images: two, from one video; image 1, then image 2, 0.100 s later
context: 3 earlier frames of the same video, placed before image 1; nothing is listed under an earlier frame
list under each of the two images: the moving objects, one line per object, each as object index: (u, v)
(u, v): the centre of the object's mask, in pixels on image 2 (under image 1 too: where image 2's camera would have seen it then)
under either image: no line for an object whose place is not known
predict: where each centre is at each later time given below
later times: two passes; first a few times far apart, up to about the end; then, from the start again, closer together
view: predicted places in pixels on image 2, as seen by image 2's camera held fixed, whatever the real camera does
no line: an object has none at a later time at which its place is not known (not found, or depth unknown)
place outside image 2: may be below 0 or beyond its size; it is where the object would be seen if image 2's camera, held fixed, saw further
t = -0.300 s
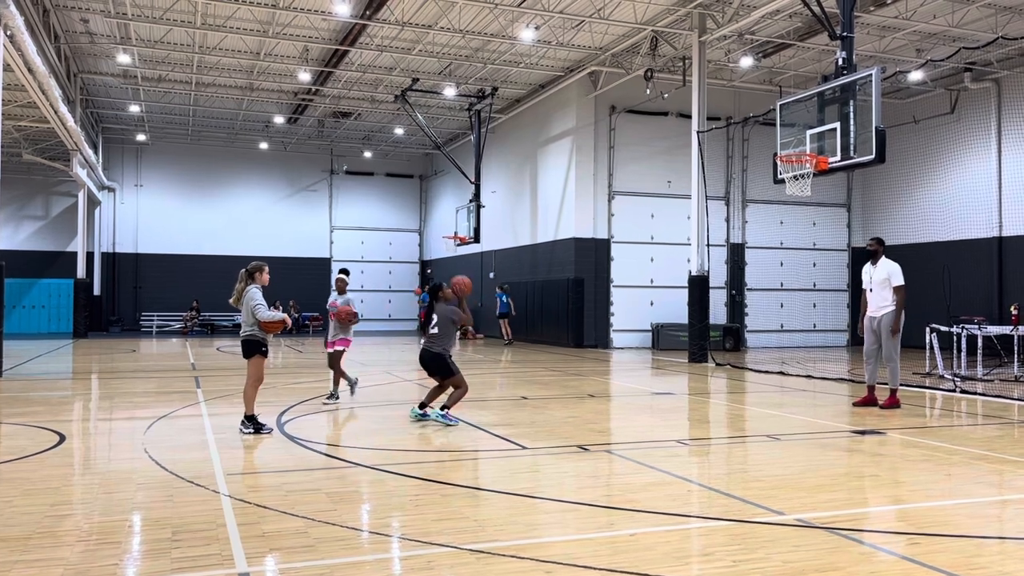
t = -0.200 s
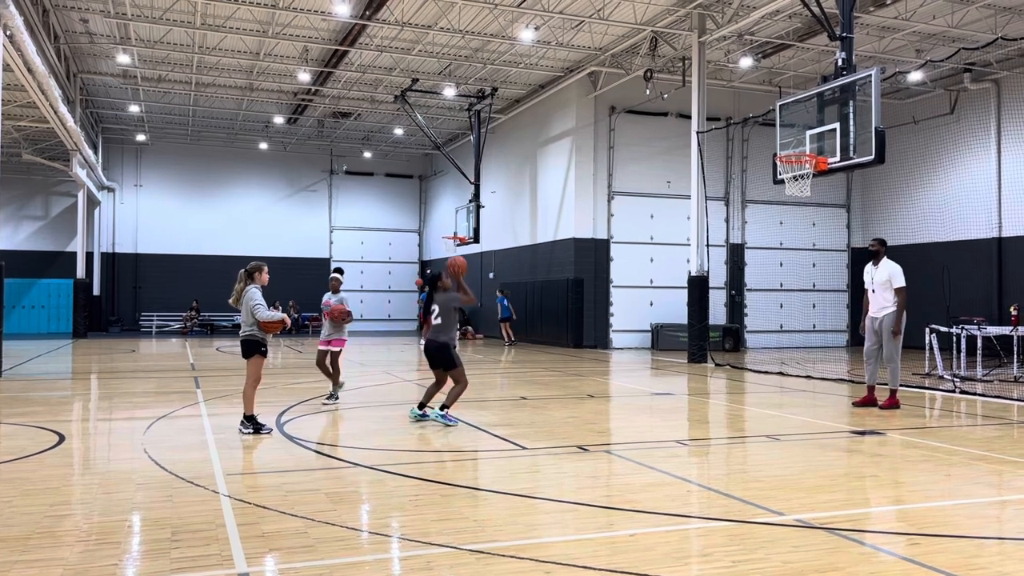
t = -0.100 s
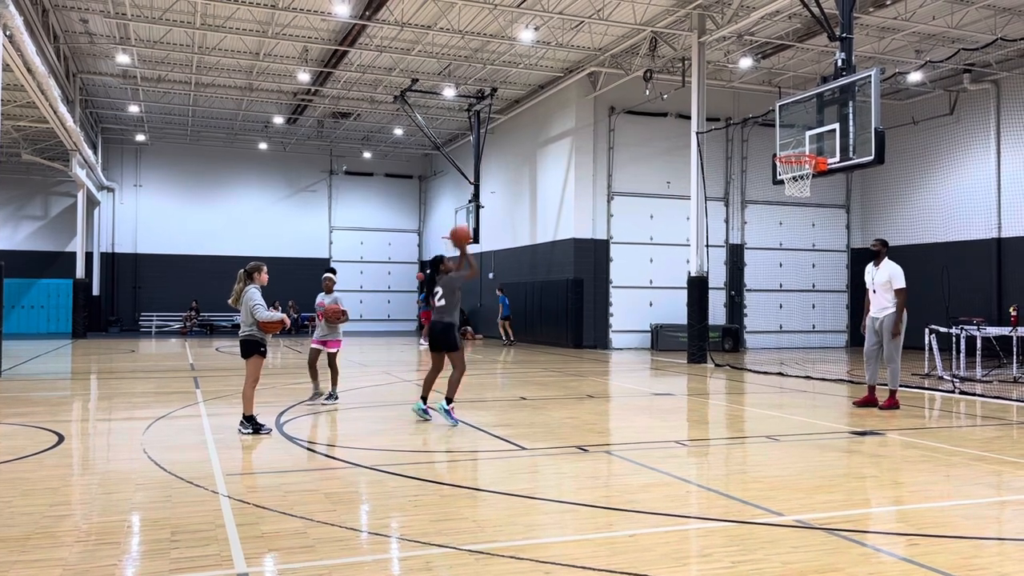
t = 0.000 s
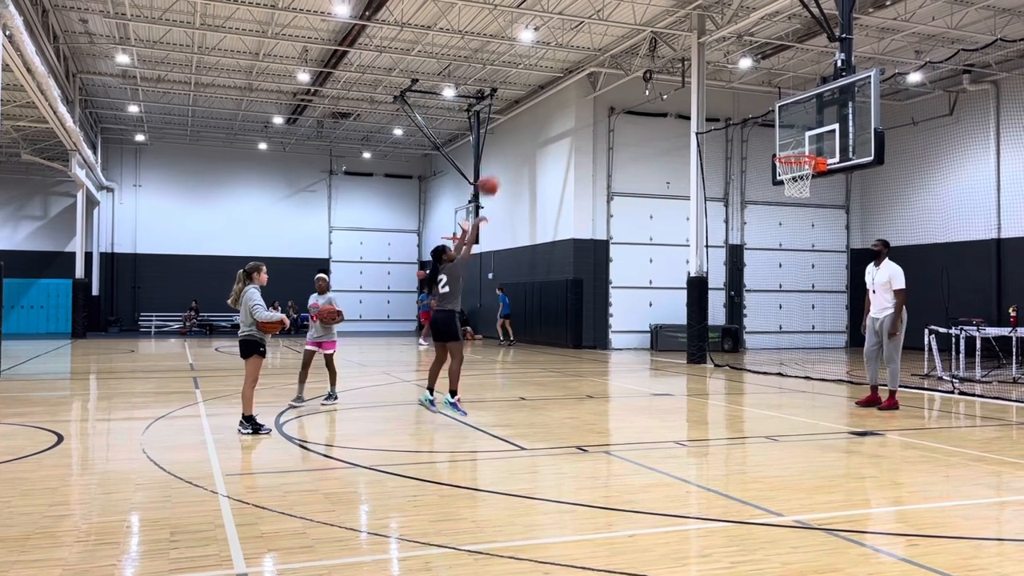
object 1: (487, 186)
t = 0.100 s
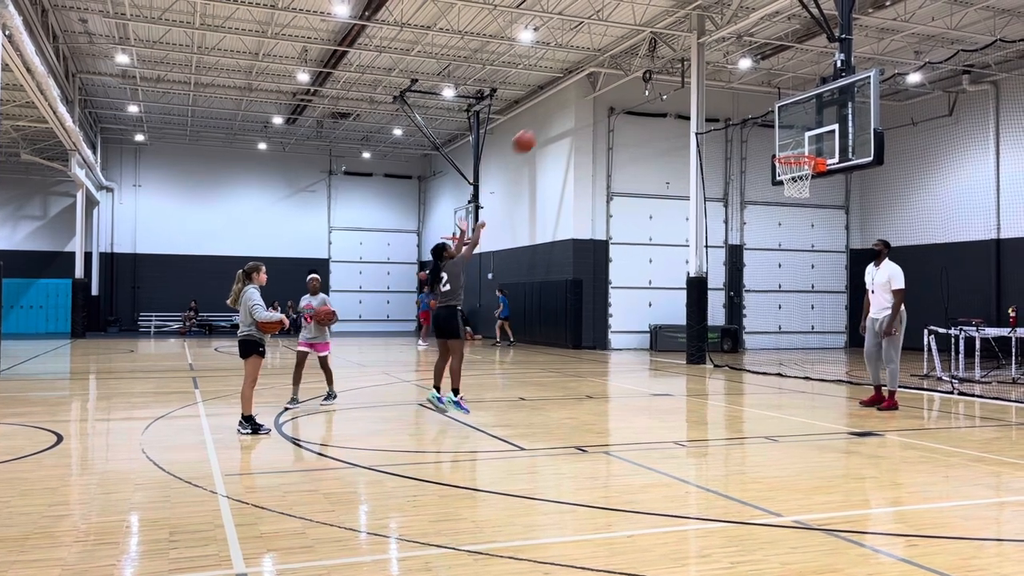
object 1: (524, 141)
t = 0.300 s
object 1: (592, 85)
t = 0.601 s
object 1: (687, 67)
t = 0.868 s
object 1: (763, 112)
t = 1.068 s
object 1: (806, 172)
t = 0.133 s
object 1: (535, 129)
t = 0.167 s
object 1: (546, 119)
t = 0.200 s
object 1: (558, 108)
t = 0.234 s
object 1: (570, 99)
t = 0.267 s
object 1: (581, 91)
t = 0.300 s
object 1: (592, 85)
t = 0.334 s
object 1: (603, 79)
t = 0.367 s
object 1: (613, 74)
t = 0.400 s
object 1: (624, 70)
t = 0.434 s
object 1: (635, 67)
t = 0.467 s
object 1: (645, 66)
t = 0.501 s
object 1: (656, 64)
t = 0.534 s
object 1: (665, 64)
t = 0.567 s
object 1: (676, 65)
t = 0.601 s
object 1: (687, 67)
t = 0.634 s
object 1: (696, 69)
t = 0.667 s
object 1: (706, 73)
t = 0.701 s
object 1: (716, 77)
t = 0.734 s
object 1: (726, 83)
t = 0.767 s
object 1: (735, 88)
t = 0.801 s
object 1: (744, 96)
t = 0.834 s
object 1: (754, 104)
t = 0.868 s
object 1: (763, 112)
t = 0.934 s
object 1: (782, 133)
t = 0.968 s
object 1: (790, 143)
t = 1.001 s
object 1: (801, 155)
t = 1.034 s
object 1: (803, 168)
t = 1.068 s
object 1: (806, 172)
